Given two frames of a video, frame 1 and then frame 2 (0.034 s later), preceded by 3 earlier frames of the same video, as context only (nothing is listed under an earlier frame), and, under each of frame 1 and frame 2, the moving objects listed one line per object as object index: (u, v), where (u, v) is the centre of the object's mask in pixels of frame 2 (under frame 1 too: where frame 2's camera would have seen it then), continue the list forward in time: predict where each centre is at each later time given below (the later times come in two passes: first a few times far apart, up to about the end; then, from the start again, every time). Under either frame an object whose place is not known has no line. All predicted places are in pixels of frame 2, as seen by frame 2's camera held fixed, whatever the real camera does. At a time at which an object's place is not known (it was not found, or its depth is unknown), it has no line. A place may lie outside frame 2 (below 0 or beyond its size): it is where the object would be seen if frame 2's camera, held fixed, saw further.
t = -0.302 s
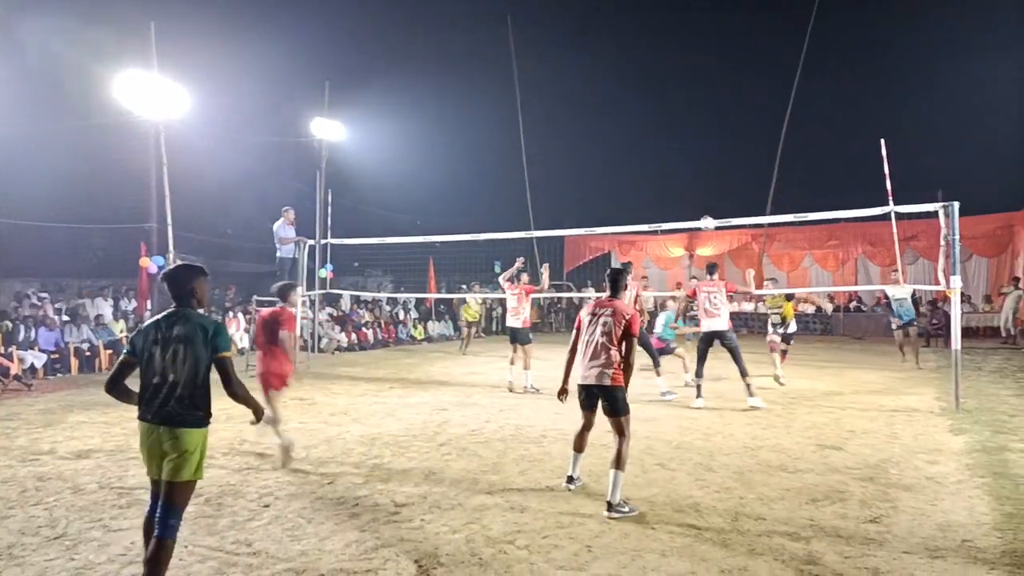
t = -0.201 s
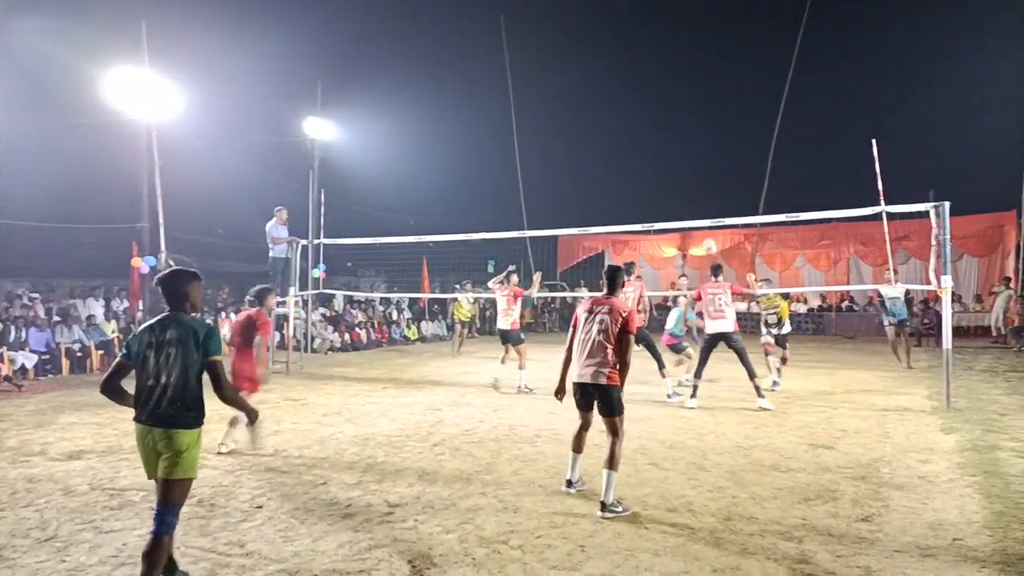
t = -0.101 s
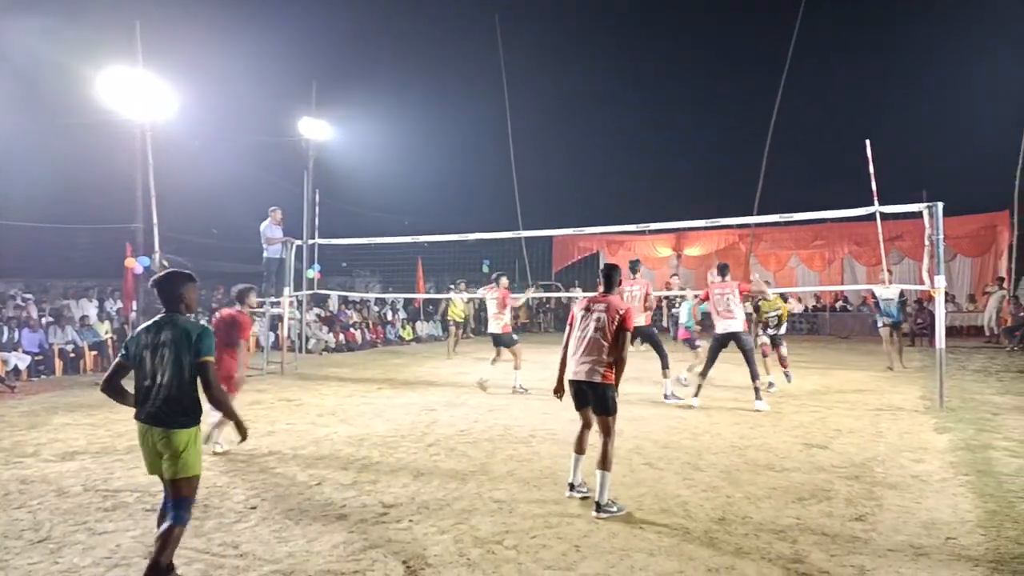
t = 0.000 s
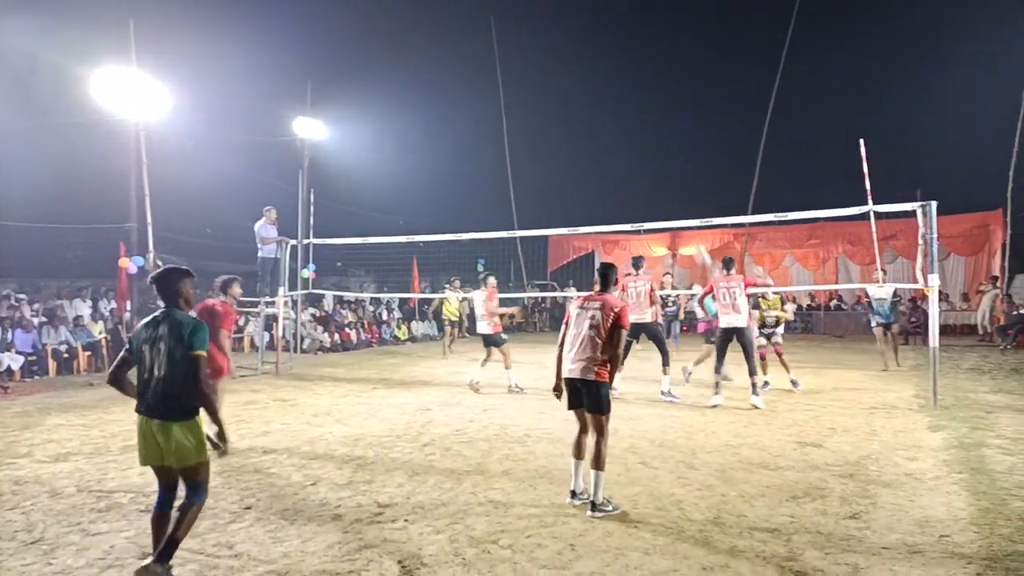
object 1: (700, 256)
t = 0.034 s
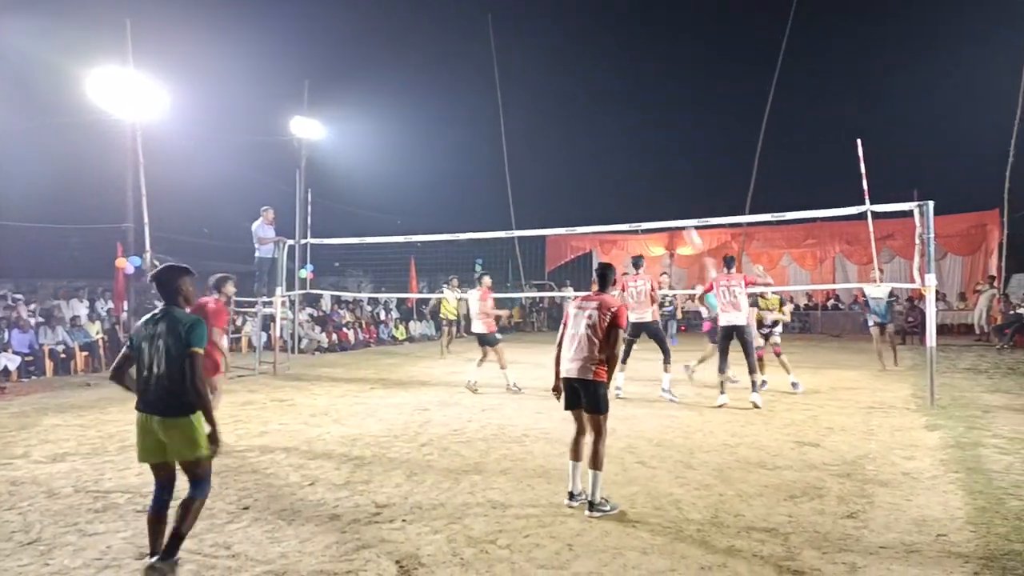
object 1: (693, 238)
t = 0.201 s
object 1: (662, 170)
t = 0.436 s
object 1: (622, 108)
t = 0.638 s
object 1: (589, 82)
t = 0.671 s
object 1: (584, 81)
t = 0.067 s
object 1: (686, 222)
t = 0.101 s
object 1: (680, 208)
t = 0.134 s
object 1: (674, 195)
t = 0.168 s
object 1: (669, 182)
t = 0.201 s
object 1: (662, 170)
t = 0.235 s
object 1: (656, 159)
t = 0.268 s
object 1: (651, 149)
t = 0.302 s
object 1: (645, 139)
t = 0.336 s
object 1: (639, 130)
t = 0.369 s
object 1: (633, 122)
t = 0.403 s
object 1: (627, 114)
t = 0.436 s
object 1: (622, 108)
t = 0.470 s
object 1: (616, 102)
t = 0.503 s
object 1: (611, 96)
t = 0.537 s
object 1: (605, 92)
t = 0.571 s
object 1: (600, 88)
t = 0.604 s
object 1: (594, 85)
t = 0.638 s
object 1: (589, 82)
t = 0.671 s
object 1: (584, 81)
